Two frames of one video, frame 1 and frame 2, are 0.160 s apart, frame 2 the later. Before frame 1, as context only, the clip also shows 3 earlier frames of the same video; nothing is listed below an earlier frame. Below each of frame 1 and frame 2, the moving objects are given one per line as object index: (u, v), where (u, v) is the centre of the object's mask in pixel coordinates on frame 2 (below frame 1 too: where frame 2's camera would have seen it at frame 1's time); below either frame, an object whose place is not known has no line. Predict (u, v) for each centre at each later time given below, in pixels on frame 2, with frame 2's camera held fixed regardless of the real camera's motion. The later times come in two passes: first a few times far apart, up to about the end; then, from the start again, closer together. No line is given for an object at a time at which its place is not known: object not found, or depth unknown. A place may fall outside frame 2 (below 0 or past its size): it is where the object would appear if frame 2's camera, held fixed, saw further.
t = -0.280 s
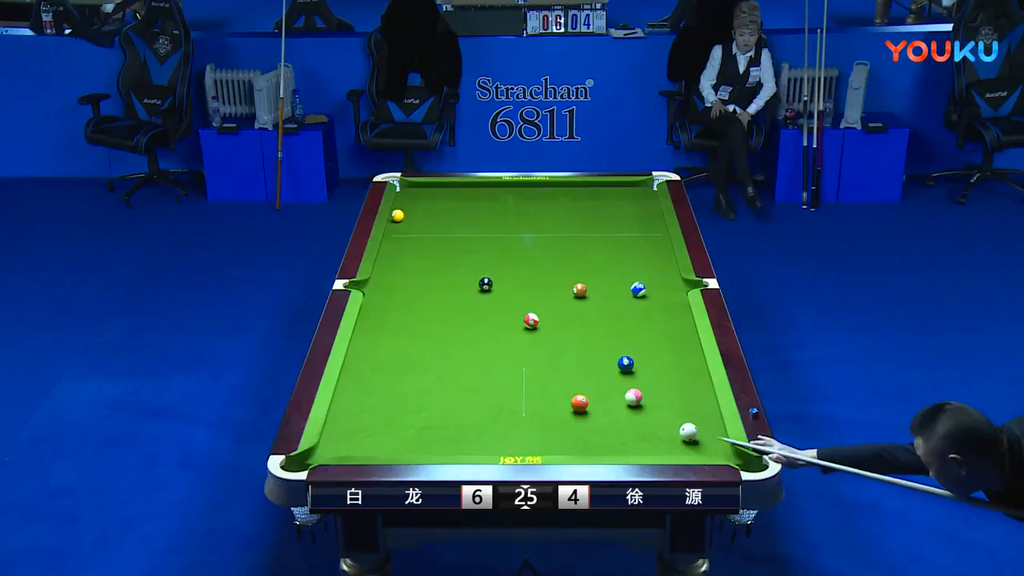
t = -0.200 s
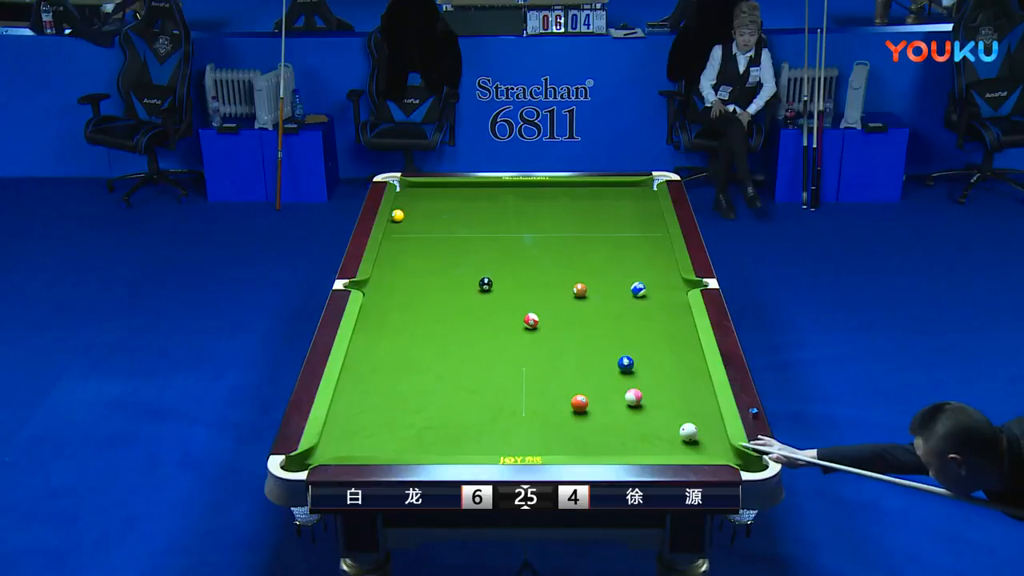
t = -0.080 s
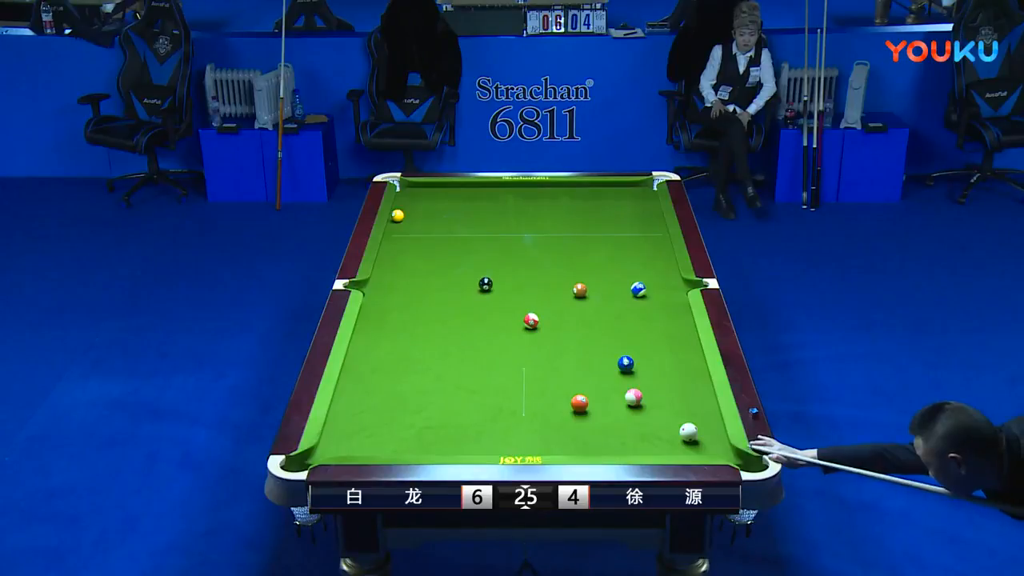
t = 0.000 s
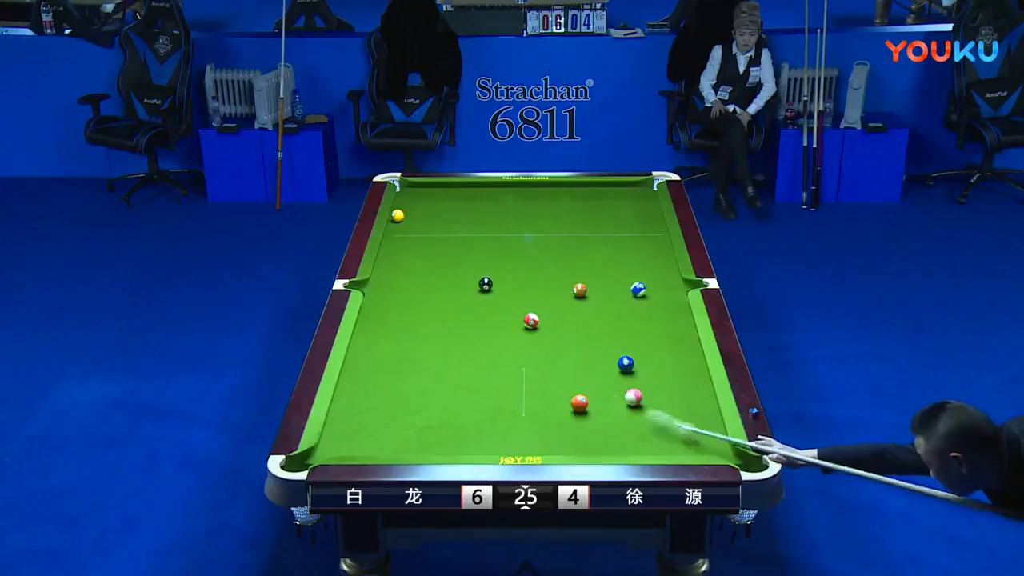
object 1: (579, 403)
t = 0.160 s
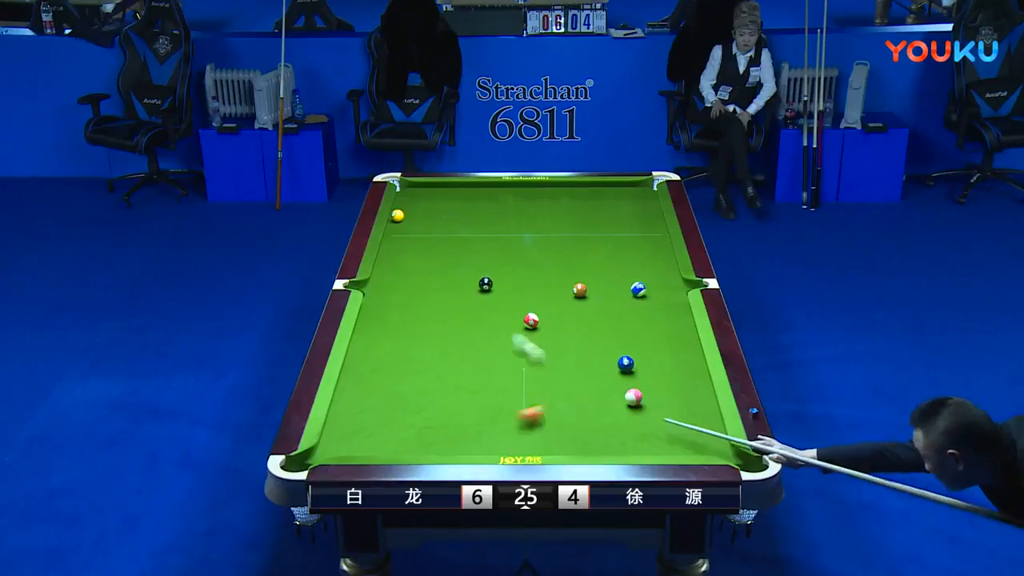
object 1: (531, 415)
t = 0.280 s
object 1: (478, 430)
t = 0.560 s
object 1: (369, 448)
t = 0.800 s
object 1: (353, 439)
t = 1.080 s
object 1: (411, 426)
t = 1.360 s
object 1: (464, 415)
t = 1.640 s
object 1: (513, 404)
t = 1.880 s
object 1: (553, 395)
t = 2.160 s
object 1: (596, 386)
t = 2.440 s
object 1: (636, 377)
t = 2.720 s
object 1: (674, 369)
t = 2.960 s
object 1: (695, 364)
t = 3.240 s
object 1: (674, 359)
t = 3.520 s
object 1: (655, 355)
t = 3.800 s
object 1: (638, 350)
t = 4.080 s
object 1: (623, 347)
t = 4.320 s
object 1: (612, 345)
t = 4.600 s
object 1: (601, 342)
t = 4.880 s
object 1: (591, 340)
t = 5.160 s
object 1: (583, 338)
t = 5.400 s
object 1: (577, 337)
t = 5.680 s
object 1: (571, 336)
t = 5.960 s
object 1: (567, 335)
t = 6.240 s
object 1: (565, 335)
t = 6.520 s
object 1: (563, 335)
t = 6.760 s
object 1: (563, 335)
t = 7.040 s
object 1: (563, 335)
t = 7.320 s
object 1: (563, 335)
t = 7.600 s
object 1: (563, 335)
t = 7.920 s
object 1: (564, 333)
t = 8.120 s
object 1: (563, 335)
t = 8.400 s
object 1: (563, 335)
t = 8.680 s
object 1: (563, 335)
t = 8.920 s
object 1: (563, 335)
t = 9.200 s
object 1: (563, 335)
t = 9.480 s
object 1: (563, 335)
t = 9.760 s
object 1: (563, 335)
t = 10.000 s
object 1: (563, 335)
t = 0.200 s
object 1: (513, 420)
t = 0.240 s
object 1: (495, 425)
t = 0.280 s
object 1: (478, 430)
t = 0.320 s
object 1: (461, 435)
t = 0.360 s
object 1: (445, 439)
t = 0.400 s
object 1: (429, 443)
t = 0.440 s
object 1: (413, 446)
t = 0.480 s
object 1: (397, 448)
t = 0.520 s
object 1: (382, 450)
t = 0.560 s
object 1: (369, 448)
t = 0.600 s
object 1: (357, 447)
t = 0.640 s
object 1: (345, 446)
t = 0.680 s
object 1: (332, 443)
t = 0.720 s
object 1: (331, 443)
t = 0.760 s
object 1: (342, 440)
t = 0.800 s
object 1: (353, 439)
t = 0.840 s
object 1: (363, 436)
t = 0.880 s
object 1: (371, 435)
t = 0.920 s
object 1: (379, 433)
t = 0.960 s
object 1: (387, 431)
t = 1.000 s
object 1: (395, 430)
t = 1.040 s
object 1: (403, 428)
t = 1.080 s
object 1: (411, 426)
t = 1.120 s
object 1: (419, 424)
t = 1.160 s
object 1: (427, 423)
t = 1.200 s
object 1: (435, 421)
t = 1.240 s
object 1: (442, 420)
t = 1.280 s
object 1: (449, 418)
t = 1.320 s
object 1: (457, 416)
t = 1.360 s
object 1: (464, 415)
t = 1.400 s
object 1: (471, 413)
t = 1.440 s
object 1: (479, 412)
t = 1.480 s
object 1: (486, 410)
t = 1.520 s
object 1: (493, 409)
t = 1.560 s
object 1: (500, 407)
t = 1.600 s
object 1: (507, 405)
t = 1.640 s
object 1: (513, 404)
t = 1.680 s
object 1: (520, 402)
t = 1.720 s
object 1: (527, 401)
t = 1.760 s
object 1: (534, 400)
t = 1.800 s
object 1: (540, 398)
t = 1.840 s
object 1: (547, 397)
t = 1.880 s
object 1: (553, 395)
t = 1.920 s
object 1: (559, 394)
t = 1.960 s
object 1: (566, 393)
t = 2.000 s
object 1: (572, 392)
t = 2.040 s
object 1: (578, 390)
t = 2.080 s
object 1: (584, 389)
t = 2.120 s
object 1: (590, 387)
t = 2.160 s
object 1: (596, 386)
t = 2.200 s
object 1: (602, 385)
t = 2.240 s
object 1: (608, 384)
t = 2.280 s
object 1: (613, 382)
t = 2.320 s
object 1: (619, 381)
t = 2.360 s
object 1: (625, 379)
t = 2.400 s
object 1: (630, 378)
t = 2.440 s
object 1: (636, 377)
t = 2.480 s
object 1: (642, 377)
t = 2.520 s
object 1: (647, 375)
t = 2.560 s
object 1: (652, 374)
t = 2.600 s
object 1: (658, 373)
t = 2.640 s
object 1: (663, 372)
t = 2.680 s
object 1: (668, 371)
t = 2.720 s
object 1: (674, 369)
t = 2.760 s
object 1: (678, 368)
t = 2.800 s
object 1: (683, 367)
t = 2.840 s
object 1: (688, 366)
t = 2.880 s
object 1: (693, 366)
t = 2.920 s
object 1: (697, 364)
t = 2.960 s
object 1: (695, 364)
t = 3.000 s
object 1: (692, 363)
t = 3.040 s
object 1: (688, 362)
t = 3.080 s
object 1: (686, 361)
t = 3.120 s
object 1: (683, 361)
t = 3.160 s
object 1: (680, 360)
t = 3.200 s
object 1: (677, 360)
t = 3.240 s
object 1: (674, 359)
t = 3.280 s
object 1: (671, 358)
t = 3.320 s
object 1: (668, 357)
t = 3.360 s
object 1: (665, 357)
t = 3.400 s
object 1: (663, 356)
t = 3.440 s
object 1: (660, 356)
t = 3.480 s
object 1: (658, 355)
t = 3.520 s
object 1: (655, 355)
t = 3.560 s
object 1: (653, 354)
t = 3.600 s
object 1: (650, 353)
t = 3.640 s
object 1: (648, 352)
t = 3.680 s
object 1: (645, 352)
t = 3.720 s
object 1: (643, 352)
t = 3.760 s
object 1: (641, 351)
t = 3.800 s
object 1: (638, 350)
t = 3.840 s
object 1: (636, 350)
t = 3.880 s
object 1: (634, 349)
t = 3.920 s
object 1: (632, 349)
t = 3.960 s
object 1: (630, 348)
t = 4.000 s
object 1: (628, 348)
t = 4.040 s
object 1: (626, 347)
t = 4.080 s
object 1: (623, 347)
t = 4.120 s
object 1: (621, 347)
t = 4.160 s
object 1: (620, 347)
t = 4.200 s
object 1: (618, 346)
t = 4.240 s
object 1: (616, 346)
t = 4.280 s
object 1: (614, 345)
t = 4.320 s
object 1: (612, 345)
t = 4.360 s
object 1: (610, 345)
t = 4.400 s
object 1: (609, 344)
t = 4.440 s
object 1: (607, 344)
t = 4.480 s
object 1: (606, 343)
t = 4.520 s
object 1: (604, 343)
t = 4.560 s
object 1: (602, 343)
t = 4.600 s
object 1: (601, 342)
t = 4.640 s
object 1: (599, 342)
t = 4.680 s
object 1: (598, 341)
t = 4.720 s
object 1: (596, 341)
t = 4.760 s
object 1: (595, 341)
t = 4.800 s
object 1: (594, 340)
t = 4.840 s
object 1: (592, 340)
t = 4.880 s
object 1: (591, 340)
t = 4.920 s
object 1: (590, 340)
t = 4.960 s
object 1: (588, 339)
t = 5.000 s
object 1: (587, 339)
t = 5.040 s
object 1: (586, 339)
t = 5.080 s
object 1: (585, 339)
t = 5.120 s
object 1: (584, 338)
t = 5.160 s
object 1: (583, 338)
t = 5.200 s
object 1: (582, 338)
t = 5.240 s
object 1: (581, 338)
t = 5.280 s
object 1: (580, 338)
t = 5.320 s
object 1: (579, 337)
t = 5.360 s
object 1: (578, 337)
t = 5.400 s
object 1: (577, 337)
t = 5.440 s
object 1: (576, 337)
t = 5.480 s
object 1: (575, 337)
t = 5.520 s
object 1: (575, 337)
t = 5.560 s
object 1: (574, 336)
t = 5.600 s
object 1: (573, 336)
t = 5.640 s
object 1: (572, 336)
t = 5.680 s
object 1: (571, 336)
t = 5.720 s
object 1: (571, 336)
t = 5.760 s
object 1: (570, 336)
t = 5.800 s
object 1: (570, 336)
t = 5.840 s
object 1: (569, 335)
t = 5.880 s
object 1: (568, 335)
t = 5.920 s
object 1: (568, 335)
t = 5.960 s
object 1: (567, 335)
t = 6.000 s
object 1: (567, 335)
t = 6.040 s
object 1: (566, 335)
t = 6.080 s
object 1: (566, 335)
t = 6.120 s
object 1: (566, 335)
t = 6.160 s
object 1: (565, 335)
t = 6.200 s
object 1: (565, 335)
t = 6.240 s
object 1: (565, 335)
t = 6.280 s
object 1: (564, 335)
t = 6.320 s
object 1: (564, 335)
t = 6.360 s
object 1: (564, 335)
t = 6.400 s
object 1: (564, 335)
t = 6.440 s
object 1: (564, 335)
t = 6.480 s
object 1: (564, 335)
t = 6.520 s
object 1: (563, 335)
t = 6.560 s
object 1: (563, 335)
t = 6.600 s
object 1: (563, 335)
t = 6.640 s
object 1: (563, 335)
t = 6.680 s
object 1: (563, 335)
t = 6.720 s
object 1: (563, 335)
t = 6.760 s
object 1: (563, 335)
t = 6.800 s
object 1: (563, 335)
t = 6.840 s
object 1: (563, 335)
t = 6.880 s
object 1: (563, 335)
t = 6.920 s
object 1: (563, 335)
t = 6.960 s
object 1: (563, 335)
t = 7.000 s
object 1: (563, 335)
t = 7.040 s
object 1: (563, 335)
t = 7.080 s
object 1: (563, 335)
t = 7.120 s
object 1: (563, 335)
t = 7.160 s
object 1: (563, 335)
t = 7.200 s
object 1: (563, 335)
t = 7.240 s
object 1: (563, 335)
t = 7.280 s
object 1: (563, 335)
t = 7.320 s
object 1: (563, 335)
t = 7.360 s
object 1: (563, 335)
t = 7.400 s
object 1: (563, 335)
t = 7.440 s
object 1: (563, 335)
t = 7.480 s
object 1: (563, 335)
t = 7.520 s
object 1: (563, 335)
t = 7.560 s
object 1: (563, 335)
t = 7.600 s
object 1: (563, 335)
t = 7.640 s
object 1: (563, 335)
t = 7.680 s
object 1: (560, 335)
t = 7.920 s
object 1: (564, 333)
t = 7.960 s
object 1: (563, 335)
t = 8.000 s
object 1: (563, 335)
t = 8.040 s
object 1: (563, 335)
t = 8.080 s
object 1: (563, 335)
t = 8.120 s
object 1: (563, 335)
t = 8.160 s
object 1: (563, 335)
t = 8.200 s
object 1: (563, 335)
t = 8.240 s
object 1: (563, 335)
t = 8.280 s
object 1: (563, 335)
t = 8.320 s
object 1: (563, 335)
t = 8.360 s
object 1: (563, 335)
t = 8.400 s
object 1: (563, 335)
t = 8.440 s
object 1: (563, 335)
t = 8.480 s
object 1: (563, 335)
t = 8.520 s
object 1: (563, 335)
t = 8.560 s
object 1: (563, 335)
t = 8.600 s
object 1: (563, 335)
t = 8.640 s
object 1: (563, 335)
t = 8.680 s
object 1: (563, 335)
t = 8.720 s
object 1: (563, 335)
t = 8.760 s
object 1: (563, 335)
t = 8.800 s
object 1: (563, 335)
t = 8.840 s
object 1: (563, 335)
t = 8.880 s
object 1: (563, 335)
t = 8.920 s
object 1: (563, 335)
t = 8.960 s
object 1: (563, 335)
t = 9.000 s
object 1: (563, 335)
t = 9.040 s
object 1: (563, 335)
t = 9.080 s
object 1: (563, 335)
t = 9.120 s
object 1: (563, 335)
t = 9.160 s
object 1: (563, 335)
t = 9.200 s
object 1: (563, 335)
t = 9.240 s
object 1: (563, 335)
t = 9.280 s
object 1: (563, 335)
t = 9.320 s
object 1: (563, 335)
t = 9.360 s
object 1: (563, 335)
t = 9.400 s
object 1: (563, 335)
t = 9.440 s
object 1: (563, 335)
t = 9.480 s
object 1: (563, 335)
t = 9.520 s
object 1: (563, 335)
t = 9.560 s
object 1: (563, 335)
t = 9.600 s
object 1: (563, 335)
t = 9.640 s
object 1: (563, 335)
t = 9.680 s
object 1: (563, 335)
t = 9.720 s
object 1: (563, 335)
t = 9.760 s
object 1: (563, 335)
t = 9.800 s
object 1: (563, 335)
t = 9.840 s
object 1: (563, 335)
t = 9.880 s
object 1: (563, 335)
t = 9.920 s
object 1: (563, 335)
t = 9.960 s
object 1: (563, 335)
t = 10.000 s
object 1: (563, 335)
